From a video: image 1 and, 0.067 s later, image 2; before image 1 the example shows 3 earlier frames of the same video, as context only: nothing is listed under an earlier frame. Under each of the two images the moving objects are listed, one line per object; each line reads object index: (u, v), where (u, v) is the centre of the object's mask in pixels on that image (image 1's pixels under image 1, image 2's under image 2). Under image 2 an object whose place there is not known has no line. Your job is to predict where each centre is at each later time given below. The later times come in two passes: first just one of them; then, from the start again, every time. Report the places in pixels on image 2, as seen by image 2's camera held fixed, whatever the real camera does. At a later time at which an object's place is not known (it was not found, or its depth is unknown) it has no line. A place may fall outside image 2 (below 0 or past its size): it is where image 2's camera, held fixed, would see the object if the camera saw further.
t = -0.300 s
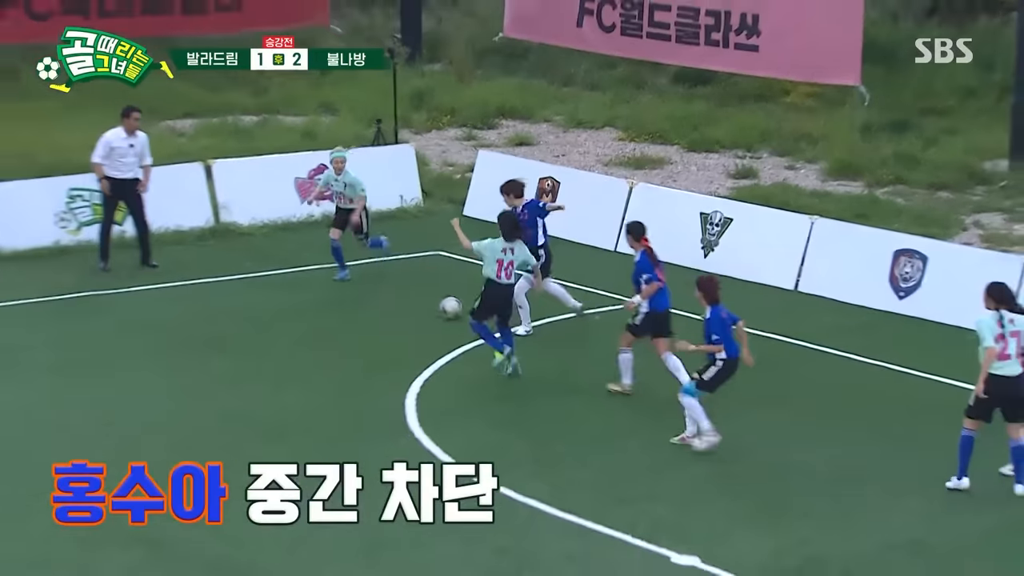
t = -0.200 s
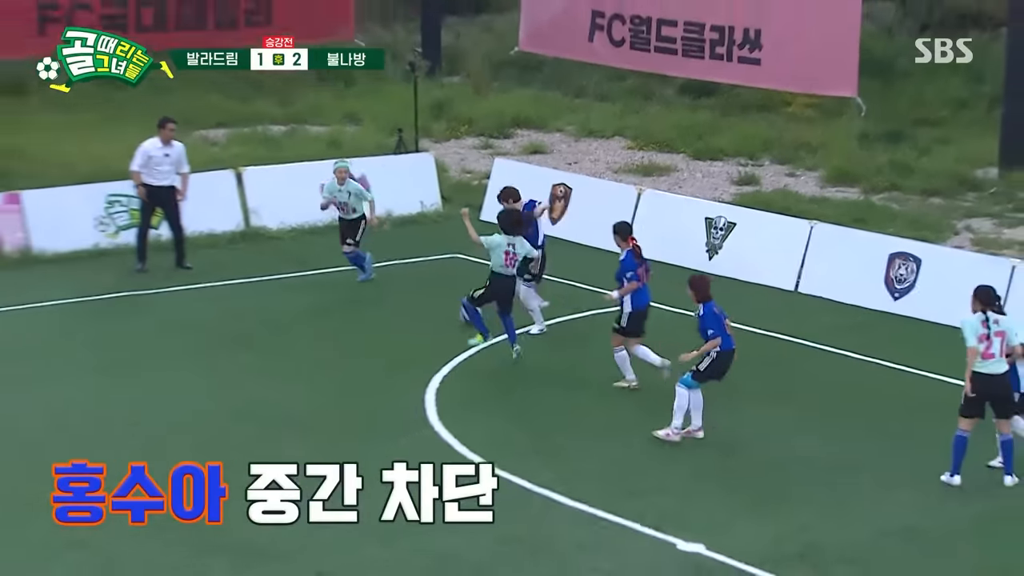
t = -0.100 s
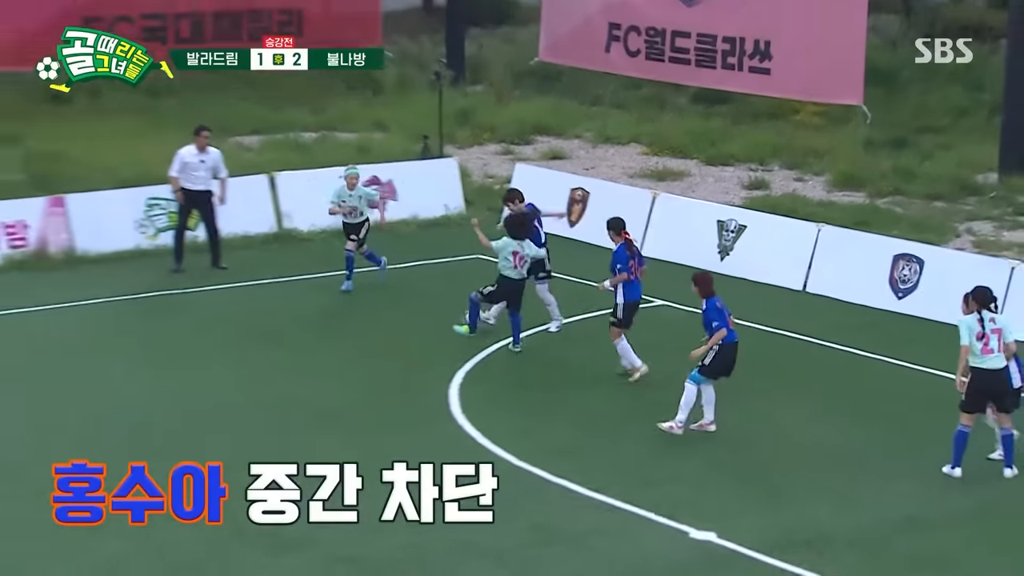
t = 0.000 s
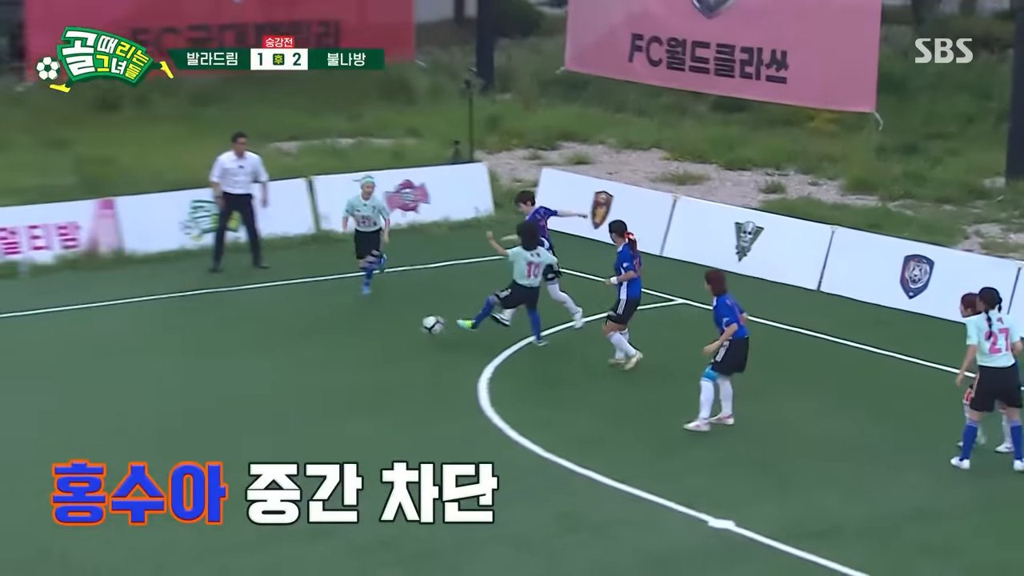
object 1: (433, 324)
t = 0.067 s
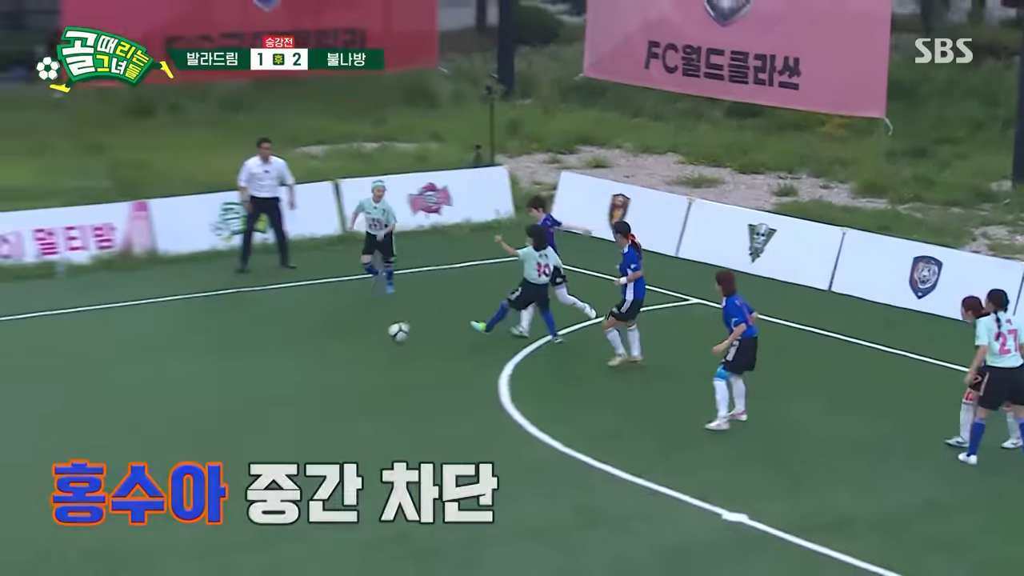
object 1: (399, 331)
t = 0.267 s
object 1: (249, 337)
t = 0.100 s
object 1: (371, 335)
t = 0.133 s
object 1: (347, 334)
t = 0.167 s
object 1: (322, 333)
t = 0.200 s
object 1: (298, 333)
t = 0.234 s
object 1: (274, 335)
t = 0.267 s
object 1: (249, 337)
